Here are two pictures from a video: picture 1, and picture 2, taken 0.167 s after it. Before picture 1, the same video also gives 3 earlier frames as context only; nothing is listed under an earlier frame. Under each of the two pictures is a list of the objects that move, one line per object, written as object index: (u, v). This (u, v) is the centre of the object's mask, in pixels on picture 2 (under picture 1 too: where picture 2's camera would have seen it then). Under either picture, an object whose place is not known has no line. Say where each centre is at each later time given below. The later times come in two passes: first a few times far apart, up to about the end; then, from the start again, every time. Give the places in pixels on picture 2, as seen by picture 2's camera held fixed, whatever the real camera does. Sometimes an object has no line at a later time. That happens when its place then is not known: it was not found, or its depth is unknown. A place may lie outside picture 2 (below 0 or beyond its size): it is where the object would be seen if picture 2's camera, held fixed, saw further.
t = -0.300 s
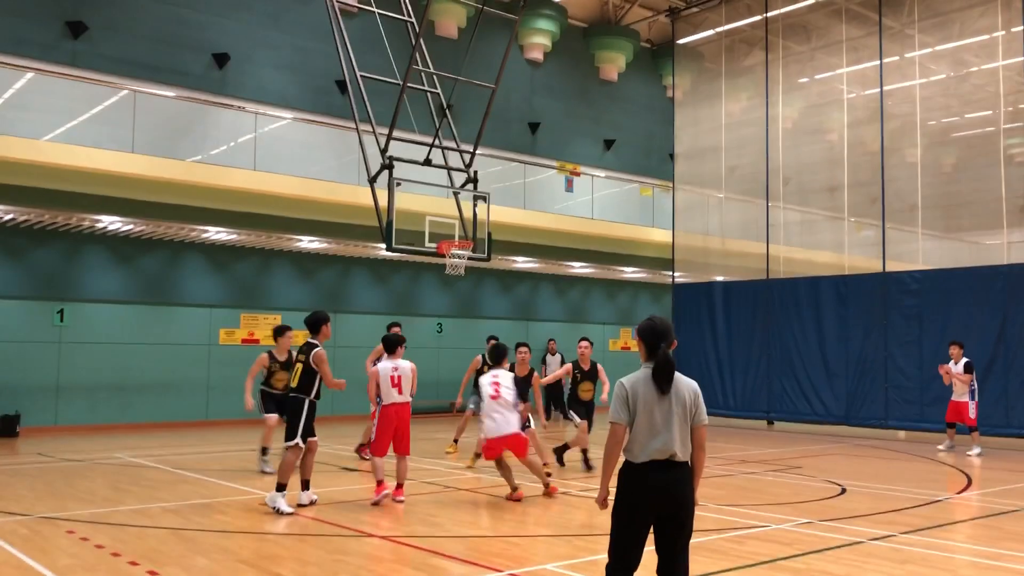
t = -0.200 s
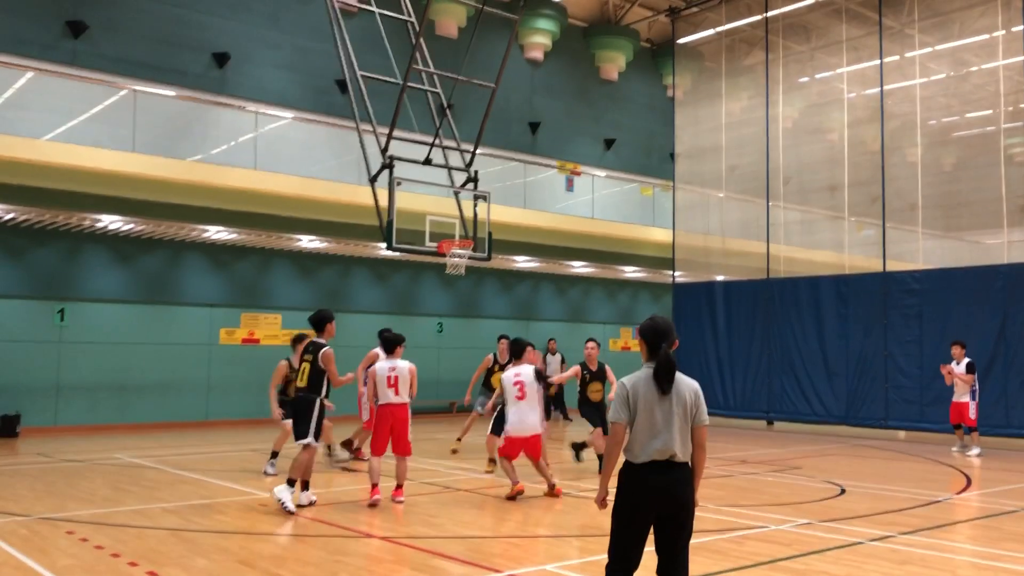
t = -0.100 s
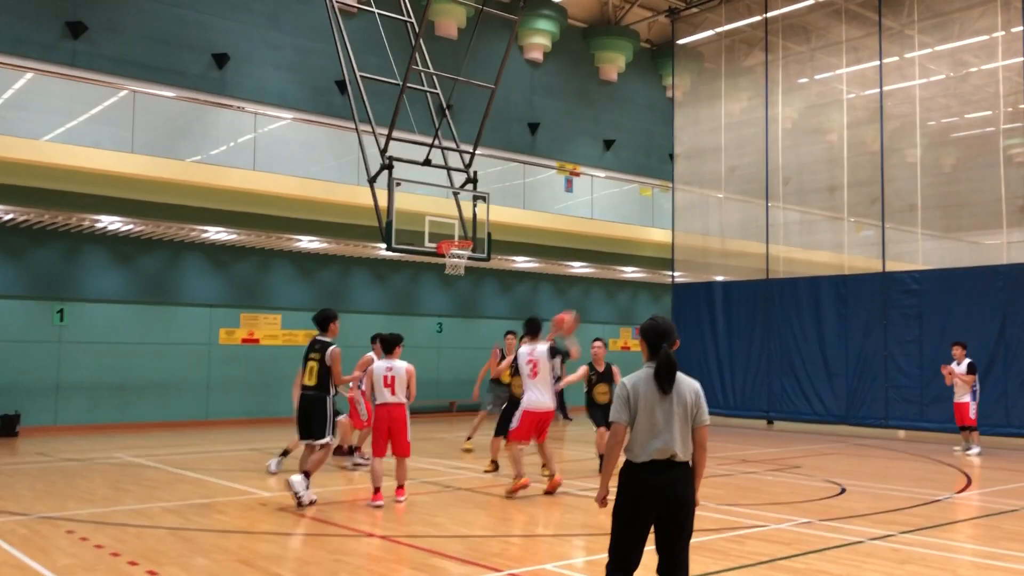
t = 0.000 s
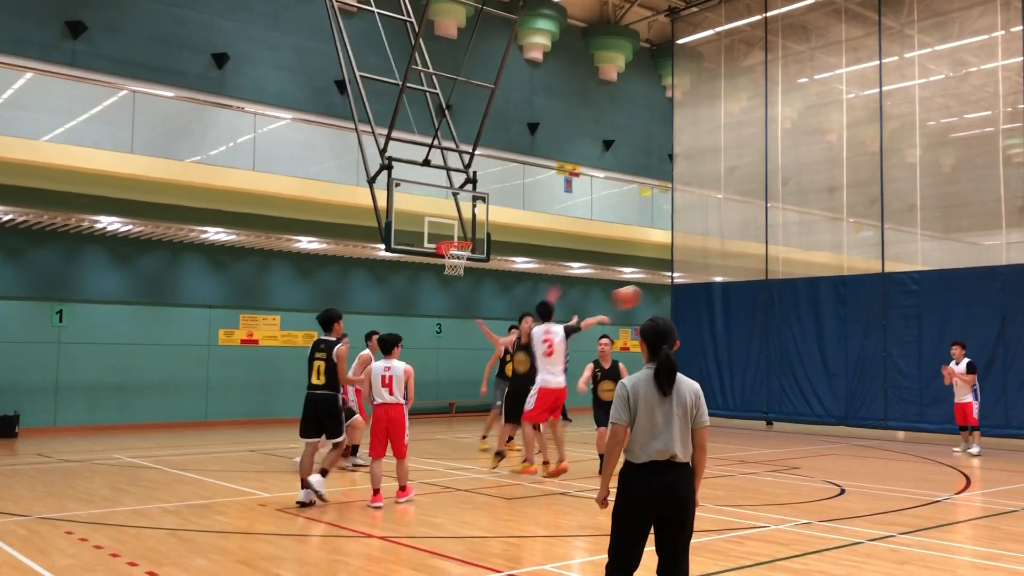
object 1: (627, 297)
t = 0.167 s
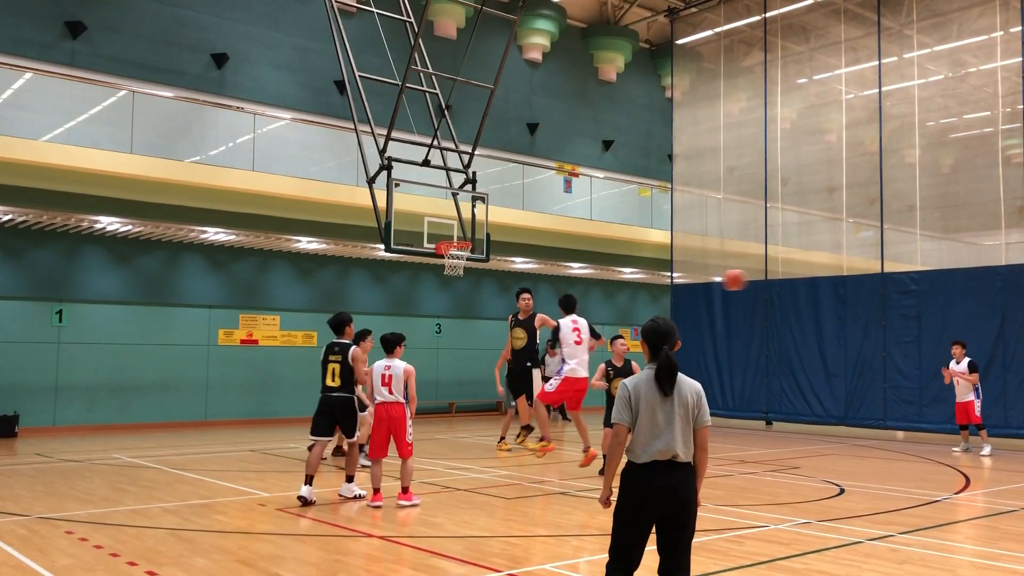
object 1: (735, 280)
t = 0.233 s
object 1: (773, 280)
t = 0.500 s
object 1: (904, 309)
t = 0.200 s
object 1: (754, 279)
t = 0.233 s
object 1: (773, 280)
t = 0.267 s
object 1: (791, 280)
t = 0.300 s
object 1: (809, 282)
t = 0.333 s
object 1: (826, 284)
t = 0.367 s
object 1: (842, 287)
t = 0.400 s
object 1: (859, 292)
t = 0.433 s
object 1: (874, 297)
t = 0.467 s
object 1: (889, 302)
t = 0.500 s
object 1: (904, 309)
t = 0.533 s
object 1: (918, 315)
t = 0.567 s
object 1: (931, 323)
